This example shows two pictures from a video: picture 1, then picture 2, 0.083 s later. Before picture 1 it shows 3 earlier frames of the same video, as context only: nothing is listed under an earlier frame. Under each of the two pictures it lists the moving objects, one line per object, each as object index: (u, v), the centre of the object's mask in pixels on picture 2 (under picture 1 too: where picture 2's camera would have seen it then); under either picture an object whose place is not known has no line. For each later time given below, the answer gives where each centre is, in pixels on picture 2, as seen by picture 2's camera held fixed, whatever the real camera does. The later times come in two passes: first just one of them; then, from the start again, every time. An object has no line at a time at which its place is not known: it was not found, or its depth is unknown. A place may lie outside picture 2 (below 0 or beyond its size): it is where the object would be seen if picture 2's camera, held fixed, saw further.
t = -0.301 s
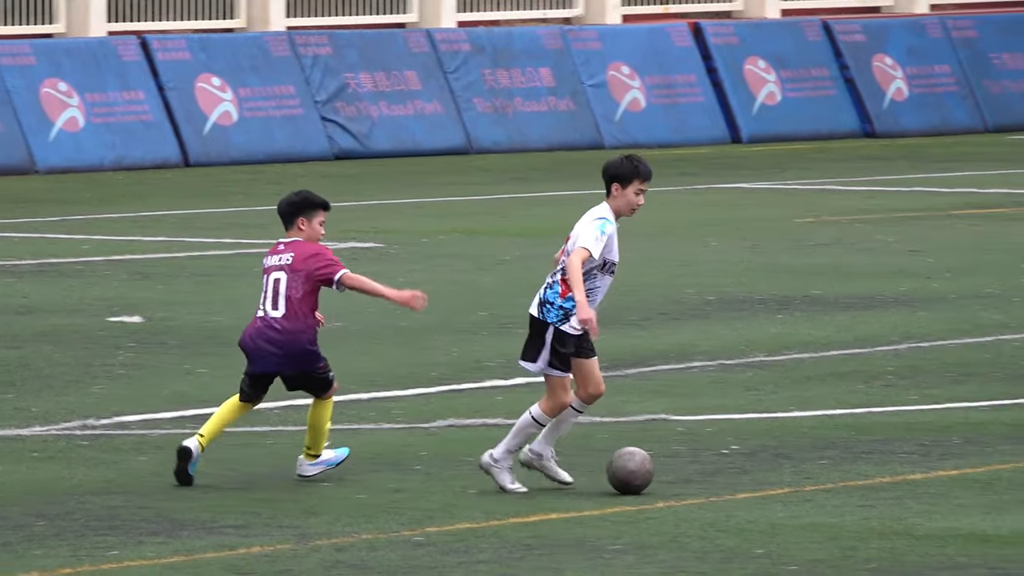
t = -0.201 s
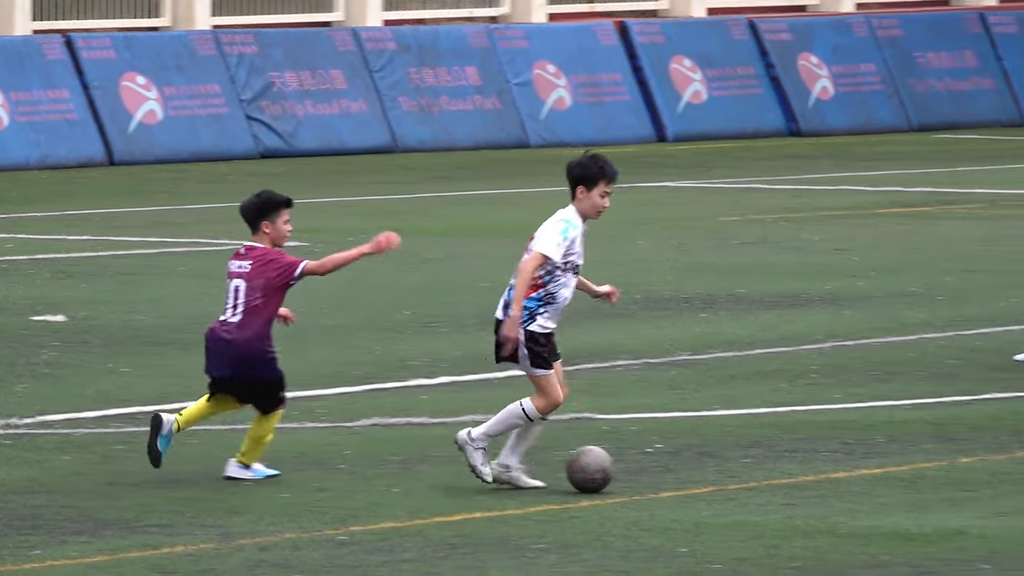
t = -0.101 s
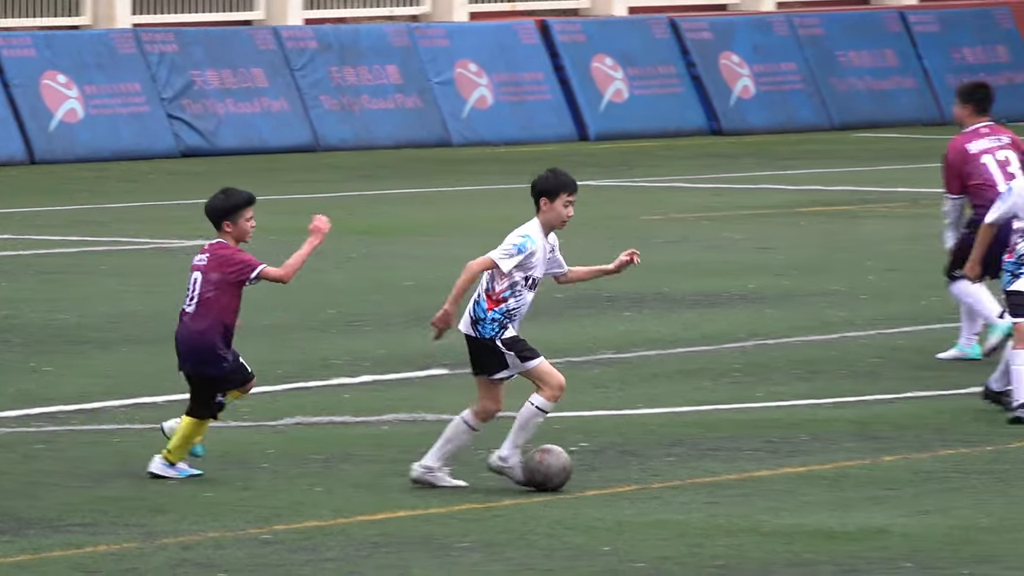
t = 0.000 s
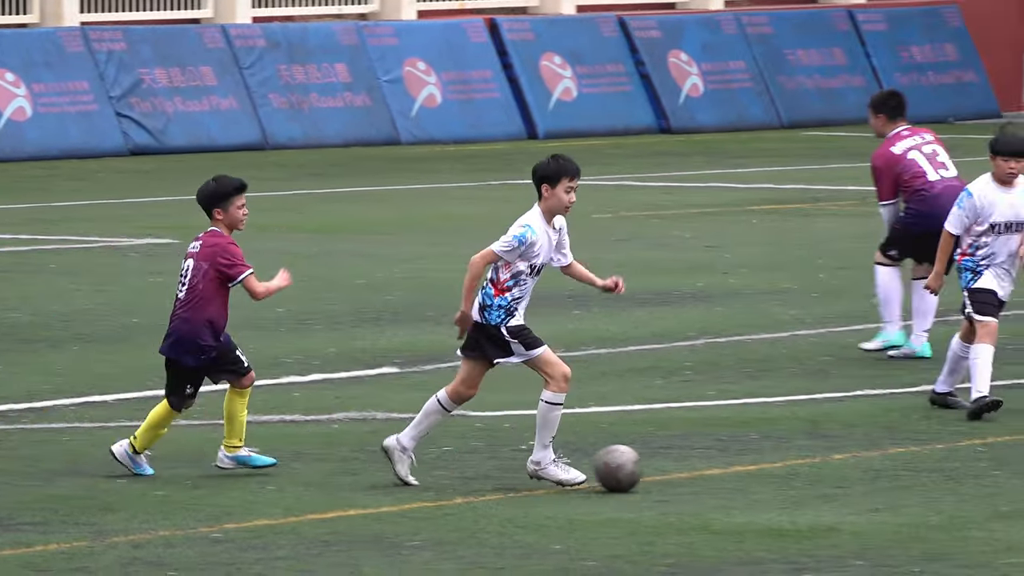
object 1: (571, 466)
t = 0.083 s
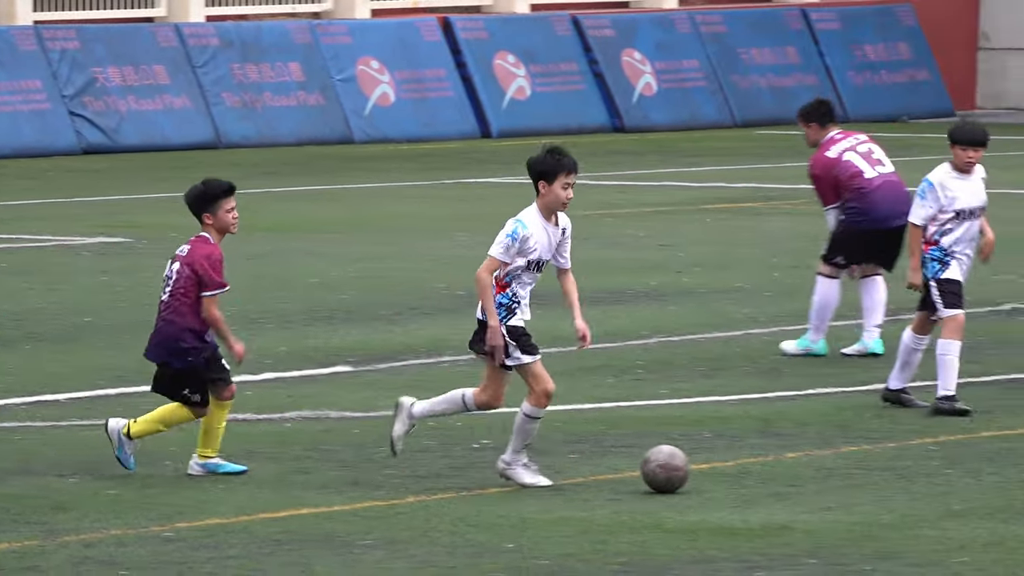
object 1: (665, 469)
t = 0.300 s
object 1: (880, 474)
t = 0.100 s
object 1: (684, 470)
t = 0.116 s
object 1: (701, 470)
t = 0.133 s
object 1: (719, 471)
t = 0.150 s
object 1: (736, 471)
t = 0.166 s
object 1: (754, 472)
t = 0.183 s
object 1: (771, 472)
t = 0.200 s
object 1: (787, 472)
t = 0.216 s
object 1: (803, 472)
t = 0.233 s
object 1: (818, 473)
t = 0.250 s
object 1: (835, 474)
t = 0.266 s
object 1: (850, 474)
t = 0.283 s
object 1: (865, 474)
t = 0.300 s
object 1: (880, 474)
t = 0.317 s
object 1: (895, 475)
